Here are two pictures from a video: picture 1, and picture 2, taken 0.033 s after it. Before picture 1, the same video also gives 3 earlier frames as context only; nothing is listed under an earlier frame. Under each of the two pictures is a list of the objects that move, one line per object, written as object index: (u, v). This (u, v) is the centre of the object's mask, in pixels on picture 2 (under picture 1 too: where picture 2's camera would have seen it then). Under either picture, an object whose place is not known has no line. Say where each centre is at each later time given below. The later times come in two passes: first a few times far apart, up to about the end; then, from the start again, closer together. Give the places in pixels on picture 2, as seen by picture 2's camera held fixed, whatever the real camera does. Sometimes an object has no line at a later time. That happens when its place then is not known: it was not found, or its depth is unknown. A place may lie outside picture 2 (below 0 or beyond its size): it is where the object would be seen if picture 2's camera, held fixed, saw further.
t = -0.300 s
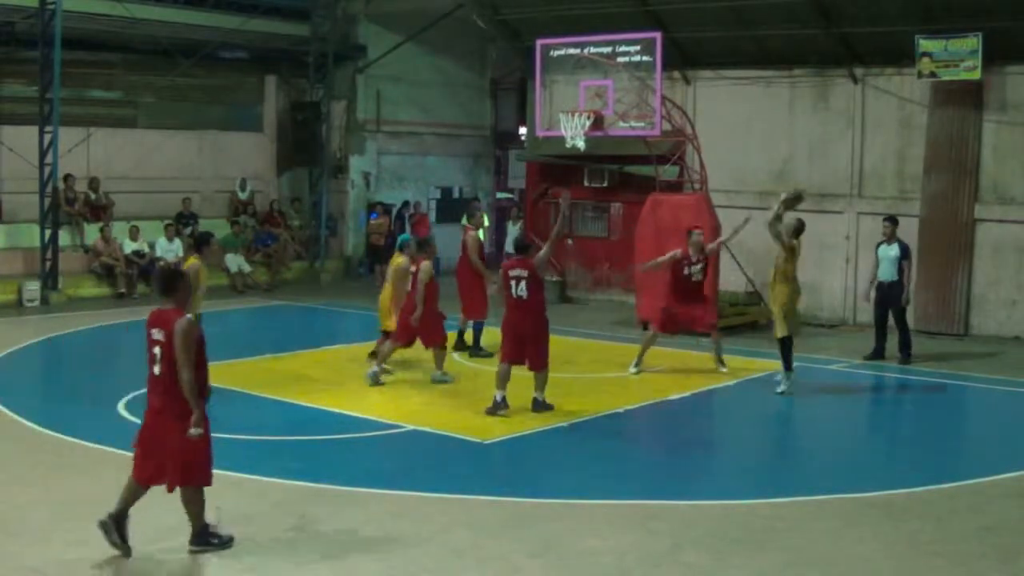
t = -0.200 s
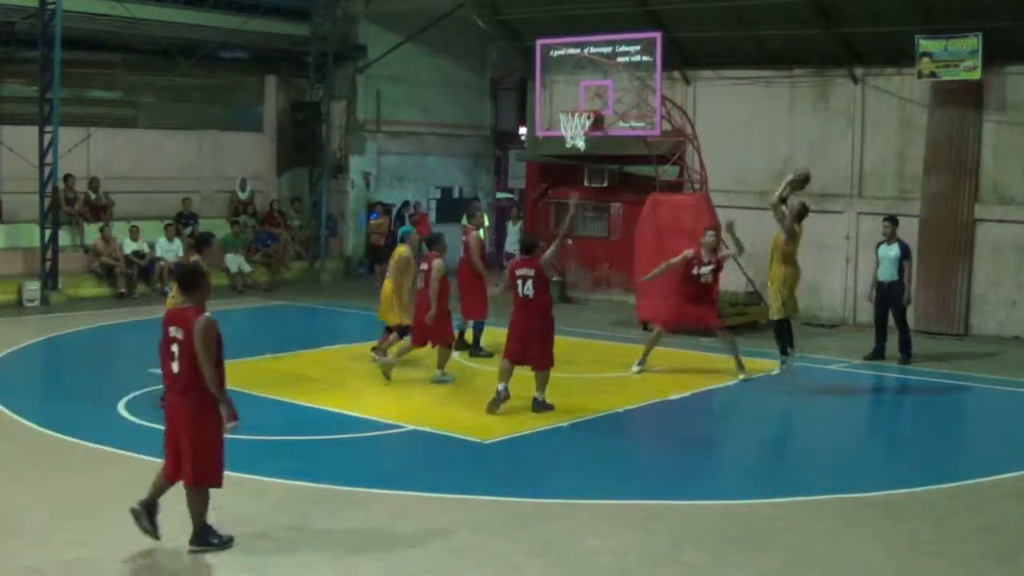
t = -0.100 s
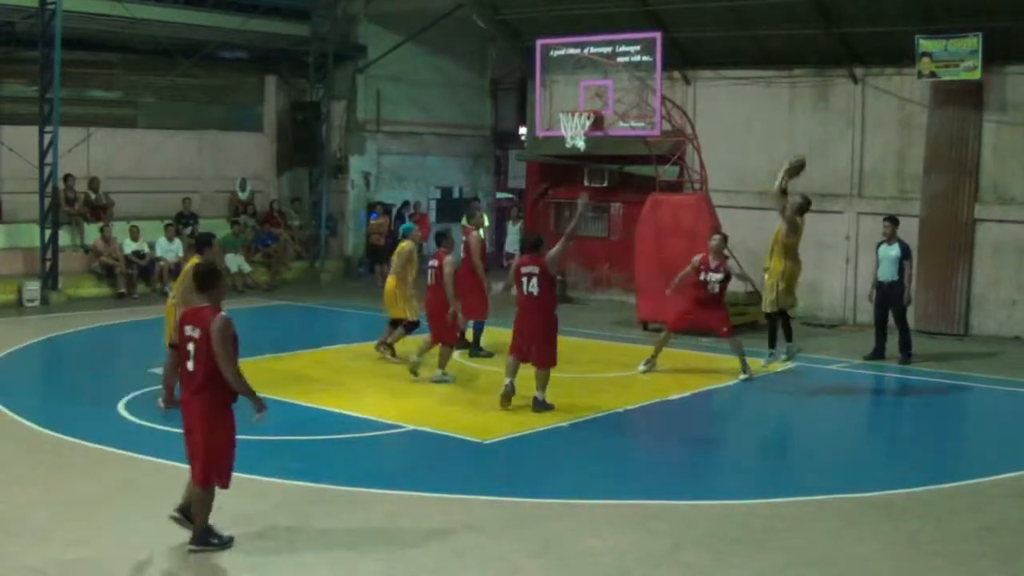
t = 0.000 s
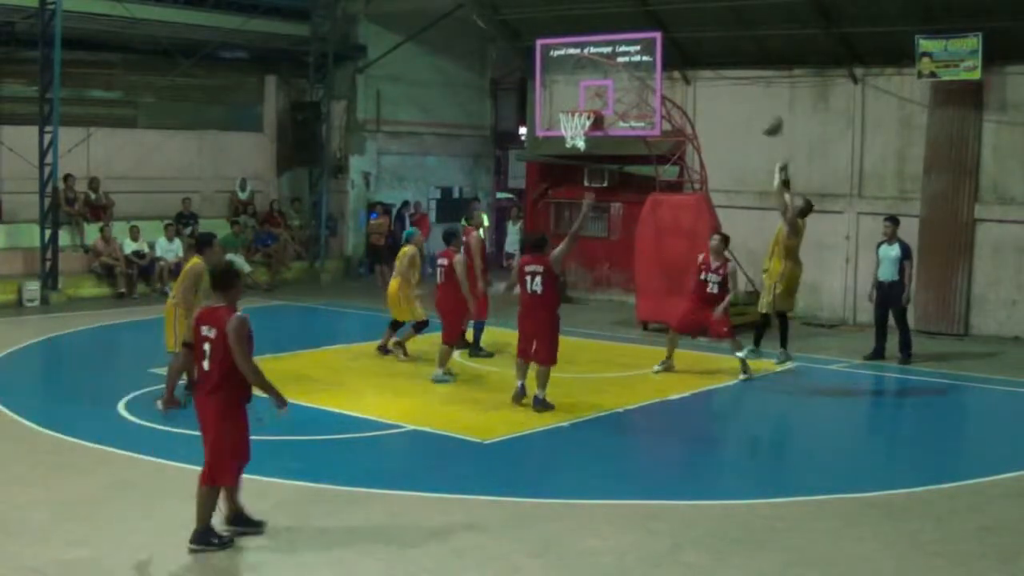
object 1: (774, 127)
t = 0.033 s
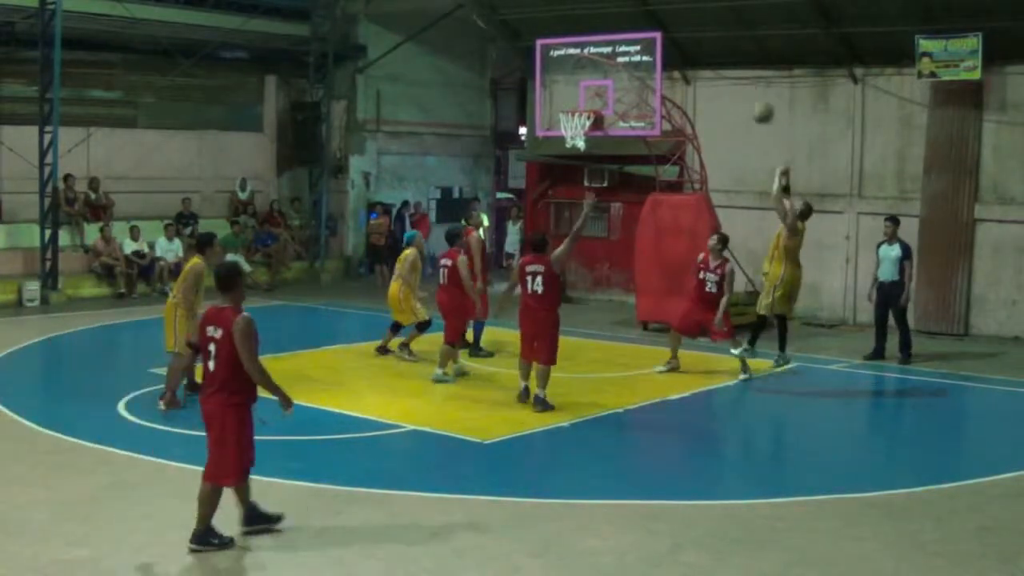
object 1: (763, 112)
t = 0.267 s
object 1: (700, 54)
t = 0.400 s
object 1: (669, 44)
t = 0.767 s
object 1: (586, 95)
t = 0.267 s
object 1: (700, 54)
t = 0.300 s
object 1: (692, 50)
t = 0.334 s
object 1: (684, 47)
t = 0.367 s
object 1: (676, 46)
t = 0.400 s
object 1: (669, 44)
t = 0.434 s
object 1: (661, 44)
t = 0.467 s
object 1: (653, 45)
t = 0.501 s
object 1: (645, 47)
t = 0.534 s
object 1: (638, 50)
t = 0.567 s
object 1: (629, 54)
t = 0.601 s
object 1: (622, 59)
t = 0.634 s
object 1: (615, 64)
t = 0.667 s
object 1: (608, 70)
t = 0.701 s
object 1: (599, 78)
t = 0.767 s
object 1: (586, 95)
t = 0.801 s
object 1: (580, 103)
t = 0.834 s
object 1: (576, 107)
